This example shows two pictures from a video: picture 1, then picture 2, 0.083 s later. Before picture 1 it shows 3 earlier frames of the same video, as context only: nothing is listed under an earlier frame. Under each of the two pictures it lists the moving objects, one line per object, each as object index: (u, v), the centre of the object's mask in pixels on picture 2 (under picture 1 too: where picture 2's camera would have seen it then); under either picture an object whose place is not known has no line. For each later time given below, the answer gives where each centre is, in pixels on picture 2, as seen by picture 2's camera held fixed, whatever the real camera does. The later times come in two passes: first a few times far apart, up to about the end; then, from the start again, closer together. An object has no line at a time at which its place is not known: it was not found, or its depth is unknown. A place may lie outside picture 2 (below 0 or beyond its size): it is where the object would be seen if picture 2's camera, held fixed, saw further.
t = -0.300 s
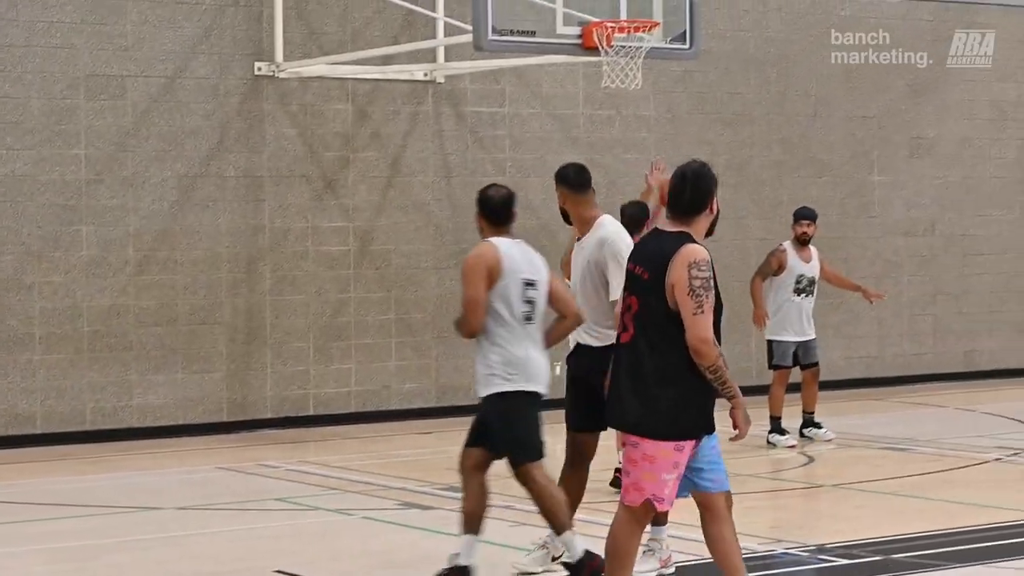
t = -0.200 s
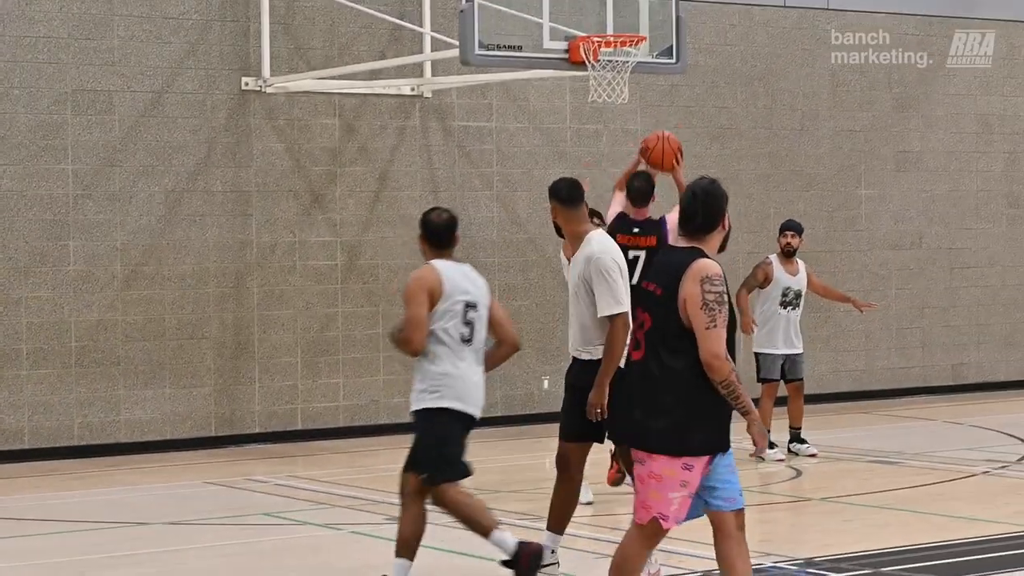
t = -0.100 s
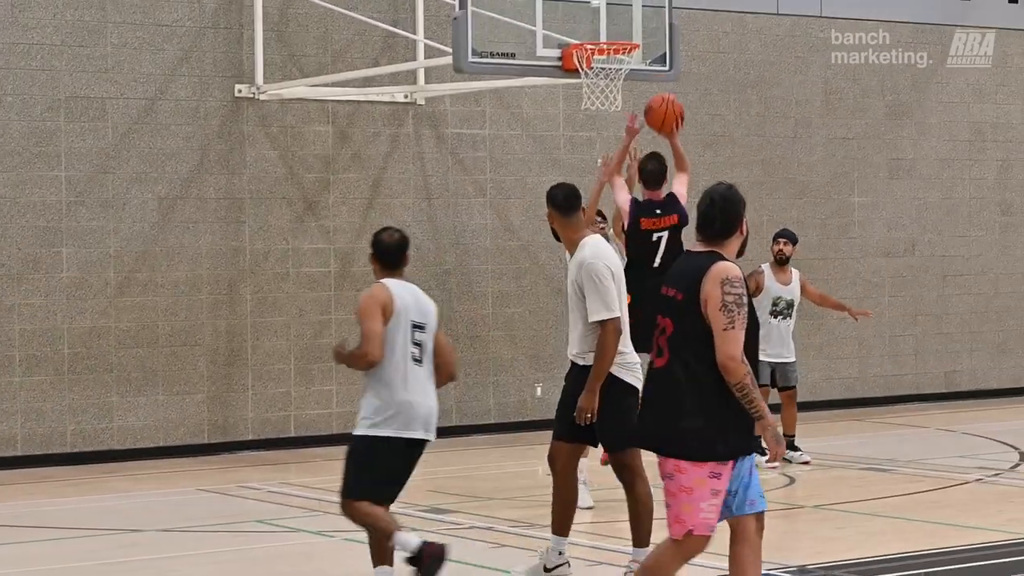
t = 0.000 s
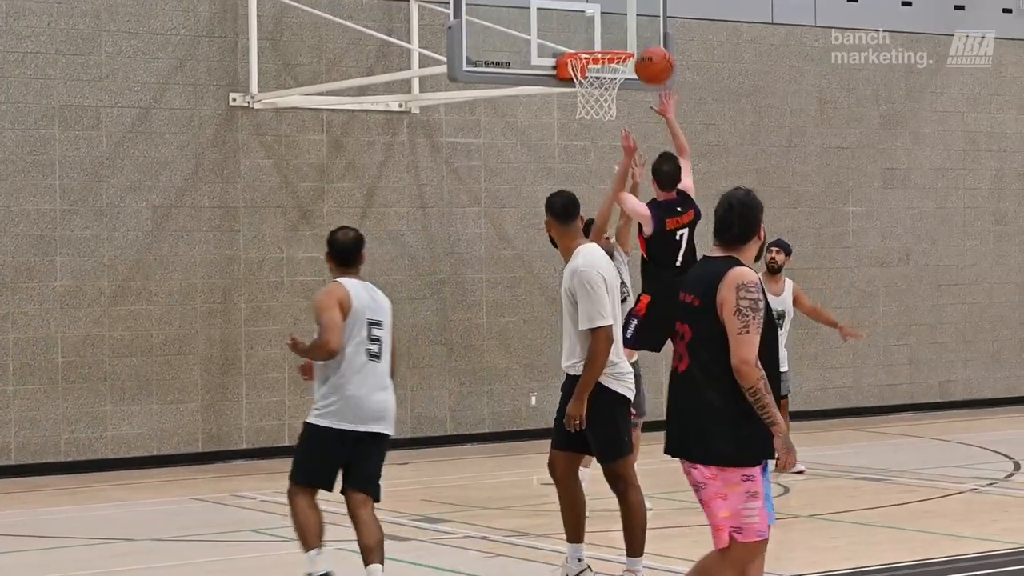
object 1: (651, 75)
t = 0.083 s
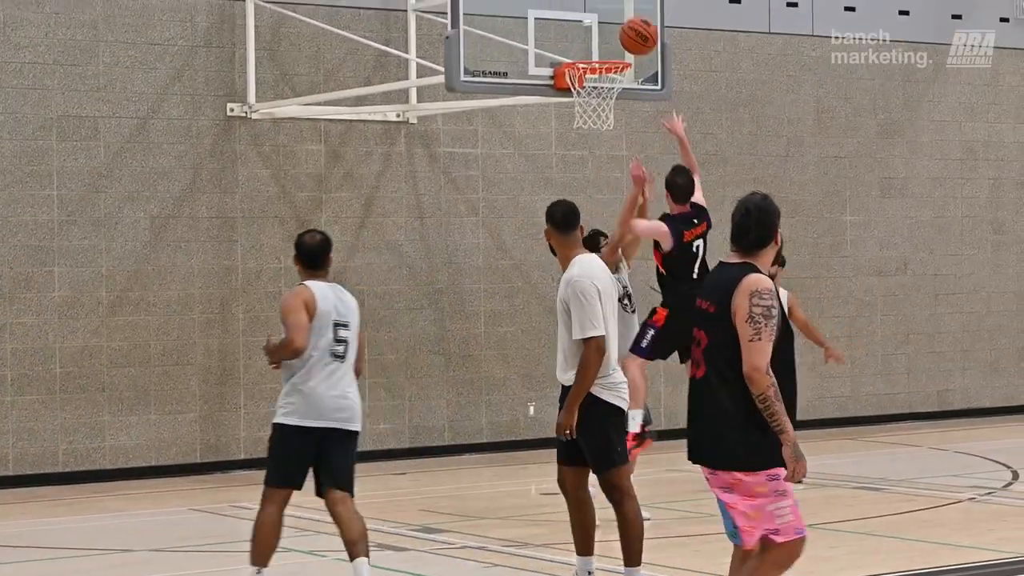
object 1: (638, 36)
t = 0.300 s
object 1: (607, -12)
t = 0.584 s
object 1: (572, 29)
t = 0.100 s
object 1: (636, 29)
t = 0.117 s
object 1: (634, 23)
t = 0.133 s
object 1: (631, 18)
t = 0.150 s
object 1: (628, 12)
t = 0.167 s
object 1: (626, 8)
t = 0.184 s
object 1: (624, 4)
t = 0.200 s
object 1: (621, 0)
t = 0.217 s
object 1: (619, -2)
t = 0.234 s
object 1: (617, -5)
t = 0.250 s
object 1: (614, -7)
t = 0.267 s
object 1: (612, -9)
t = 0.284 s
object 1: (610, -11)
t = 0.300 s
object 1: (607, -12)
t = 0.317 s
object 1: (605, -14)
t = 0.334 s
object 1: (603, -15)
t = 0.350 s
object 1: (600, -15)
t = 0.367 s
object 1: (599, -15)
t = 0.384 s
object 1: (596, -13)
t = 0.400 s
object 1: (594, -12)
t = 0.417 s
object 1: (592, -10)
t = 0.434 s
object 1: (590, -8)
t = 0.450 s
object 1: (588, -6)
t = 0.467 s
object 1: (586, -3)
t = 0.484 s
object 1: (584, 0)
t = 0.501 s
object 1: (582, 4)
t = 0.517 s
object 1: (580, 8)
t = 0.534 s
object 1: (578, 12)
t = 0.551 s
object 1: (576, 18)
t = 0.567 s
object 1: (574, 23)
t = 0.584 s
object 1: (572, 29)
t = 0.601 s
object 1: (570, 34)
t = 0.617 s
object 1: (567, 41)
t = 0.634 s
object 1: (566, 47)
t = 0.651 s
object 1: (564, 54)
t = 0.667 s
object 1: (562, 62)
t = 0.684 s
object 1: (560, 71)
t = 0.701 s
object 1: (558, 76)
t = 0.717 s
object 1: (555, 83)
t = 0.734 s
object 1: (553, 90)
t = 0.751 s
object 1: (551, 98)
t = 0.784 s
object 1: (545, 114)
